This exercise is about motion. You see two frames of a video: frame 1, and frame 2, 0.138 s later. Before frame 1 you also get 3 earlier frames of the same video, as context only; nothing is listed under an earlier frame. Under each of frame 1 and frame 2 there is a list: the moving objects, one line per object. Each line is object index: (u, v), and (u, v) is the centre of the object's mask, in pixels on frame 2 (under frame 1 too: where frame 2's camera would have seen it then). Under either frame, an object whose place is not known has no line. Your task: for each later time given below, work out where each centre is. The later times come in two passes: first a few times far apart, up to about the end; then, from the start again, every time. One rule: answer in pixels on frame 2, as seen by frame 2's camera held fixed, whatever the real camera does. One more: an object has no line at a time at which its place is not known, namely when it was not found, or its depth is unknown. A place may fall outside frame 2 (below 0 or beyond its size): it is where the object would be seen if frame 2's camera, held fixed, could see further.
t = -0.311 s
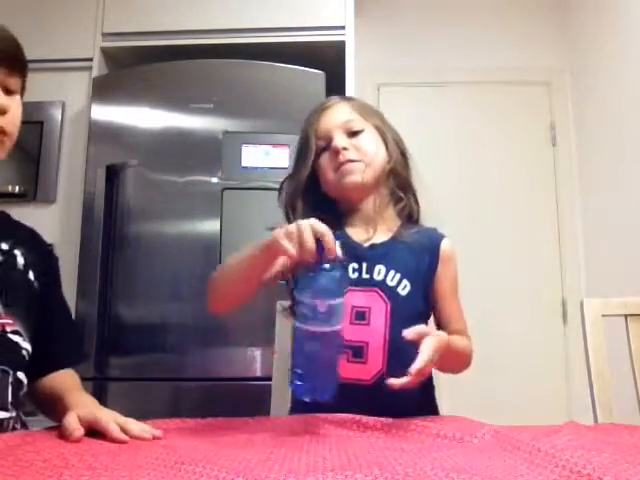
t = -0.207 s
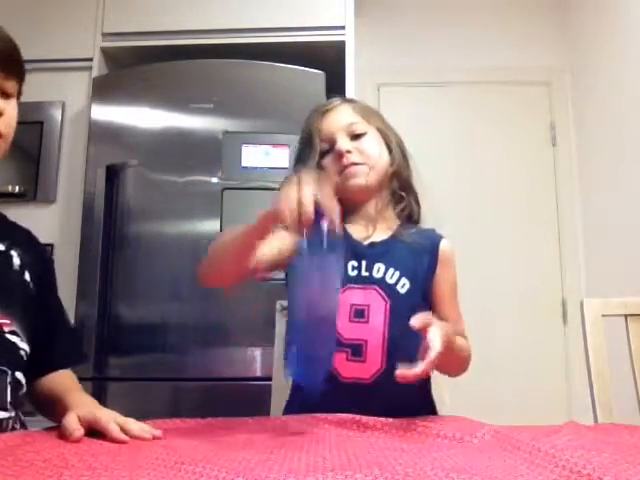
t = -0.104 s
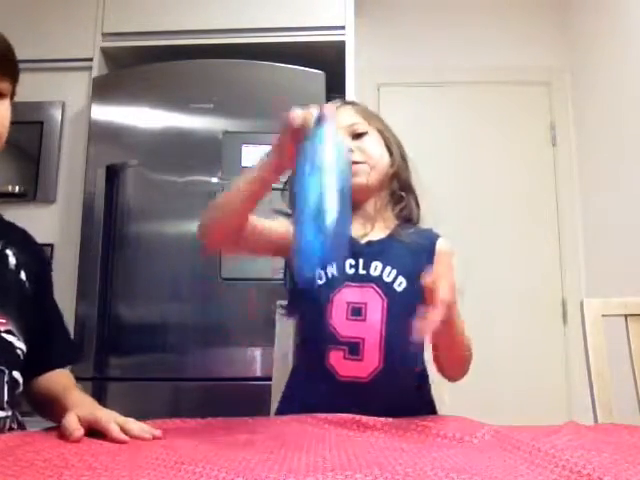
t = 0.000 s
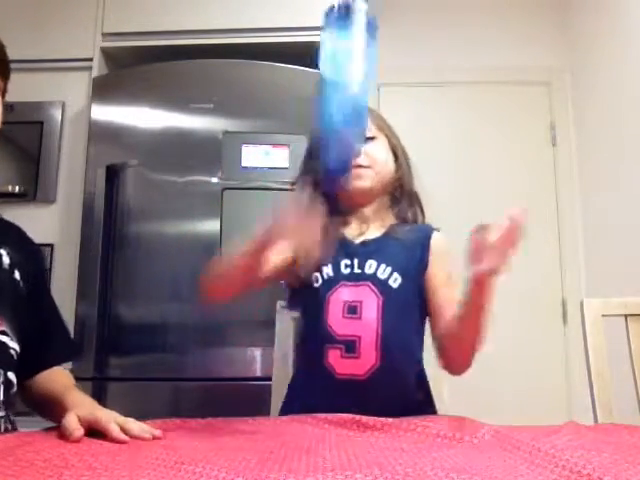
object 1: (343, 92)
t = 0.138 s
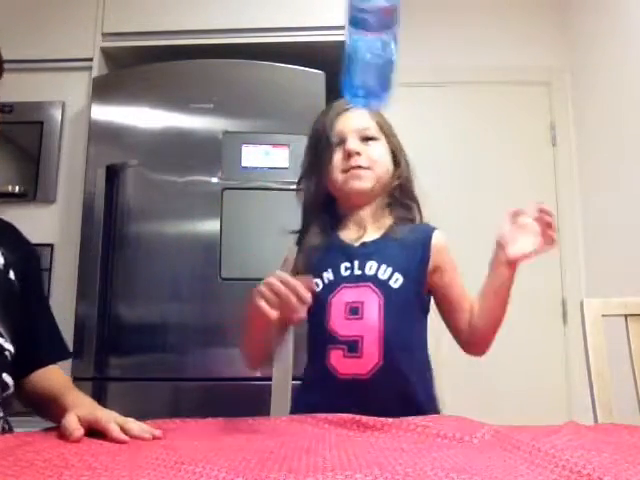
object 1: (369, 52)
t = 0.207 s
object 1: (381, 84)
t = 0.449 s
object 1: (417, 409)
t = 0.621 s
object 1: (430, 414)
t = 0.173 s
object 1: (376, 62)
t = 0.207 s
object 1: (381, 84)
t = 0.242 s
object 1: (386, 121)
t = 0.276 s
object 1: (392, 167)
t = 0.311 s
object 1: (397, 216)
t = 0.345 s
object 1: (402, 266)
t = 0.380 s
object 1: (409, 350)
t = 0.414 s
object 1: (413, 397)
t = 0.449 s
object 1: (417, 409)
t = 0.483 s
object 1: (422, 406)
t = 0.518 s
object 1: (424, 406)
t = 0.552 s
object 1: (425, 409)
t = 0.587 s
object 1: (428, 414)
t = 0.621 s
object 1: (430, 414)
